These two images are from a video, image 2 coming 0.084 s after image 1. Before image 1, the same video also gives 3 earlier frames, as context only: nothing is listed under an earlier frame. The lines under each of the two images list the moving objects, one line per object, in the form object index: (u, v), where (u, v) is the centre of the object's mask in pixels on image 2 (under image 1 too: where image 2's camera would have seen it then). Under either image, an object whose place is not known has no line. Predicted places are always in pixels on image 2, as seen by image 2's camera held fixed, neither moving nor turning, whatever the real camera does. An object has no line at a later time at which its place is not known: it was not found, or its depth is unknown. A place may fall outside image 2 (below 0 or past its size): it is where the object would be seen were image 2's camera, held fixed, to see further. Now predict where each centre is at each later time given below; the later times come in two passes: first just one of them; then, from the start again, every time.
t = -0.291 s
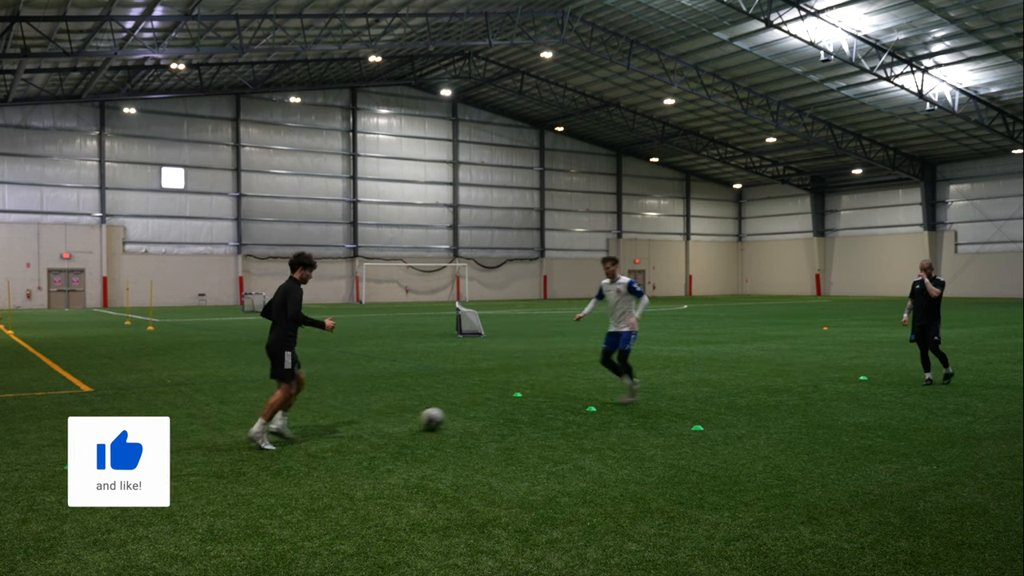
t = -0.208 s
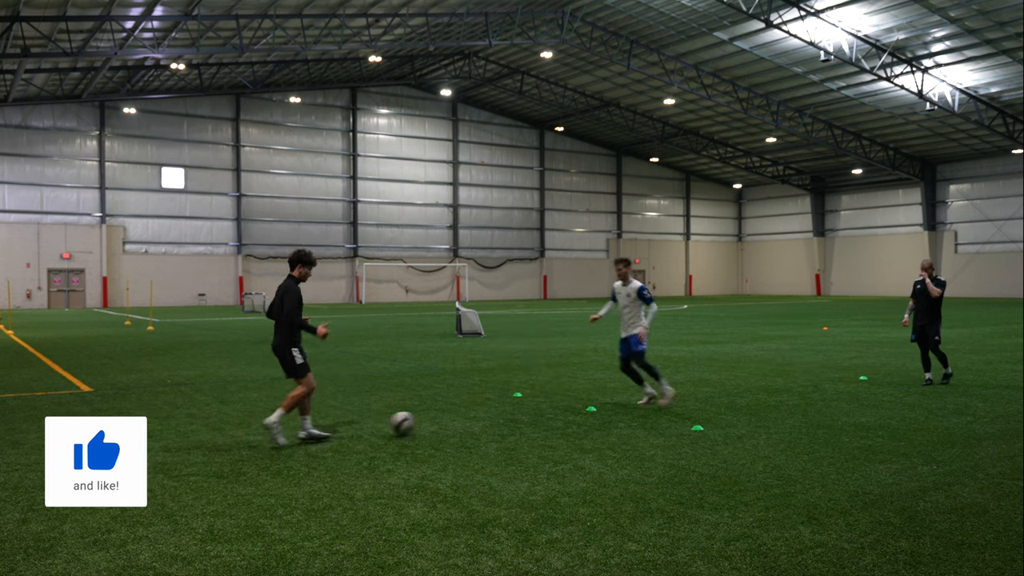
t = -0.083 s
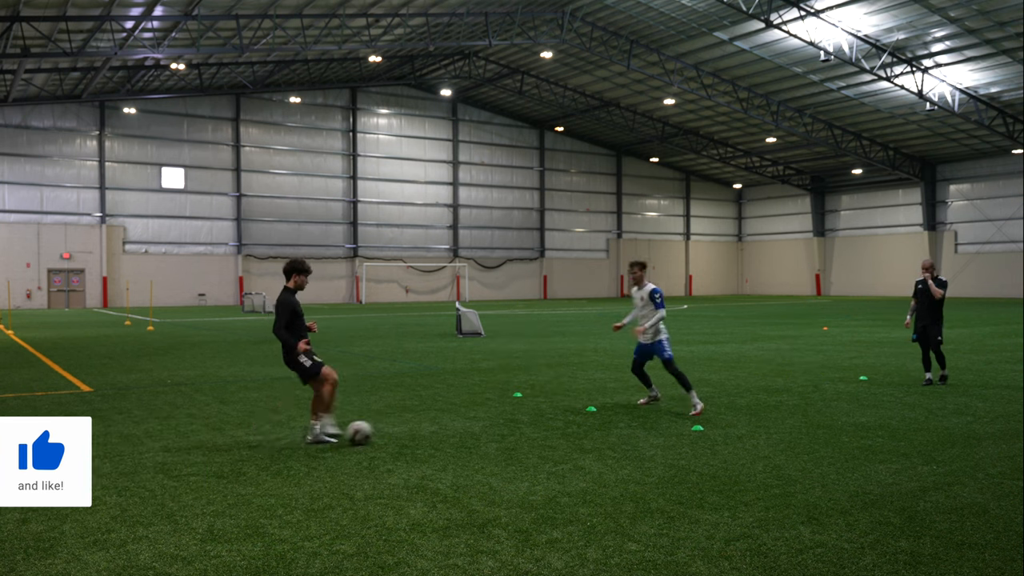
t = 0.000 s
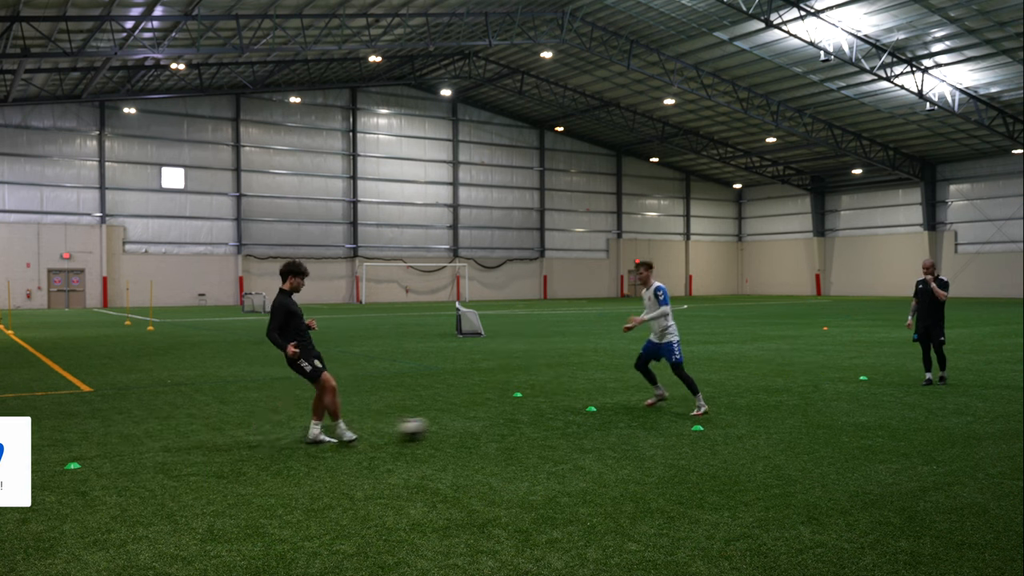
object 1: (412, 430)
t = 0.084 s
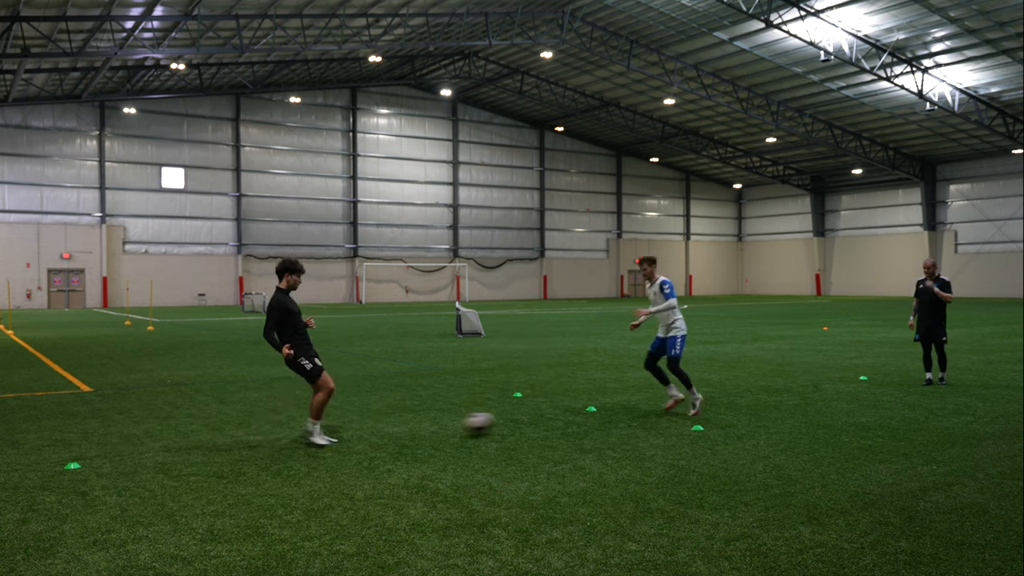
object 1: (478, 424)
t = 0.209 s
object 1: (563, 417)
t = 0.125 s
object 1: (510, 422)
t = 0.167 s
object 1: (536, 420)
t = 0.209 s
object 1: (563, 417)
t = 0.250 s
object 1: (588, 416)
